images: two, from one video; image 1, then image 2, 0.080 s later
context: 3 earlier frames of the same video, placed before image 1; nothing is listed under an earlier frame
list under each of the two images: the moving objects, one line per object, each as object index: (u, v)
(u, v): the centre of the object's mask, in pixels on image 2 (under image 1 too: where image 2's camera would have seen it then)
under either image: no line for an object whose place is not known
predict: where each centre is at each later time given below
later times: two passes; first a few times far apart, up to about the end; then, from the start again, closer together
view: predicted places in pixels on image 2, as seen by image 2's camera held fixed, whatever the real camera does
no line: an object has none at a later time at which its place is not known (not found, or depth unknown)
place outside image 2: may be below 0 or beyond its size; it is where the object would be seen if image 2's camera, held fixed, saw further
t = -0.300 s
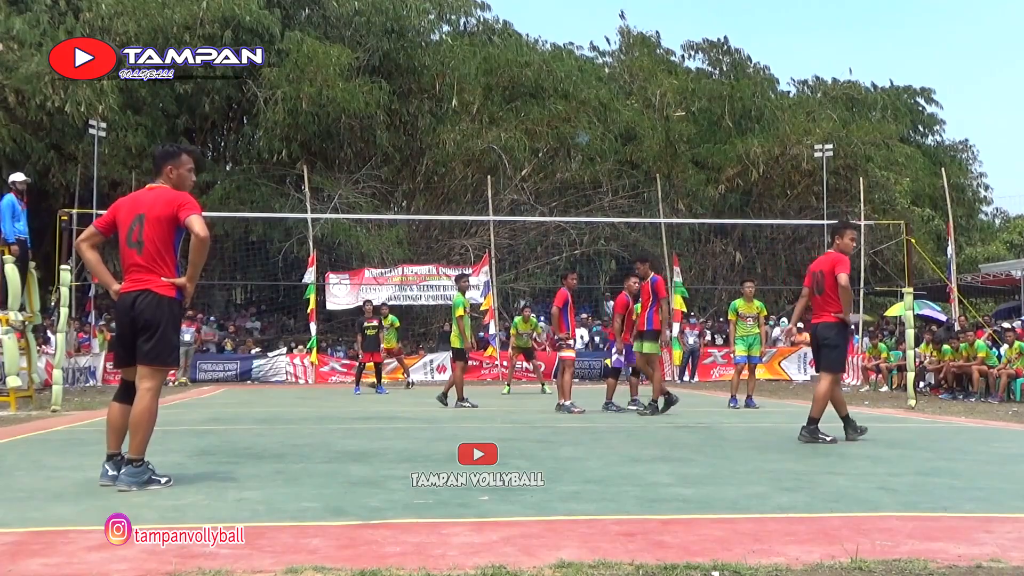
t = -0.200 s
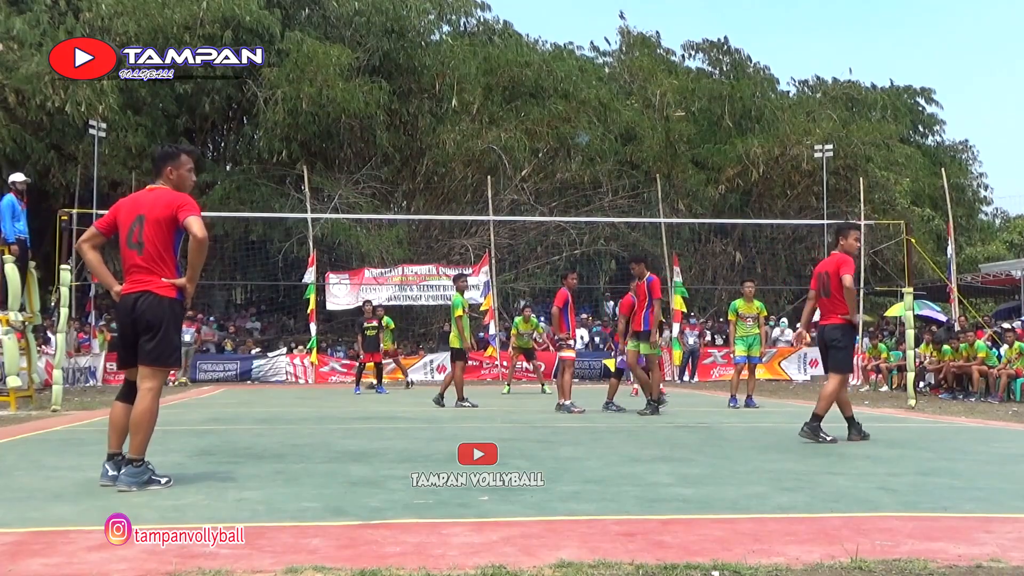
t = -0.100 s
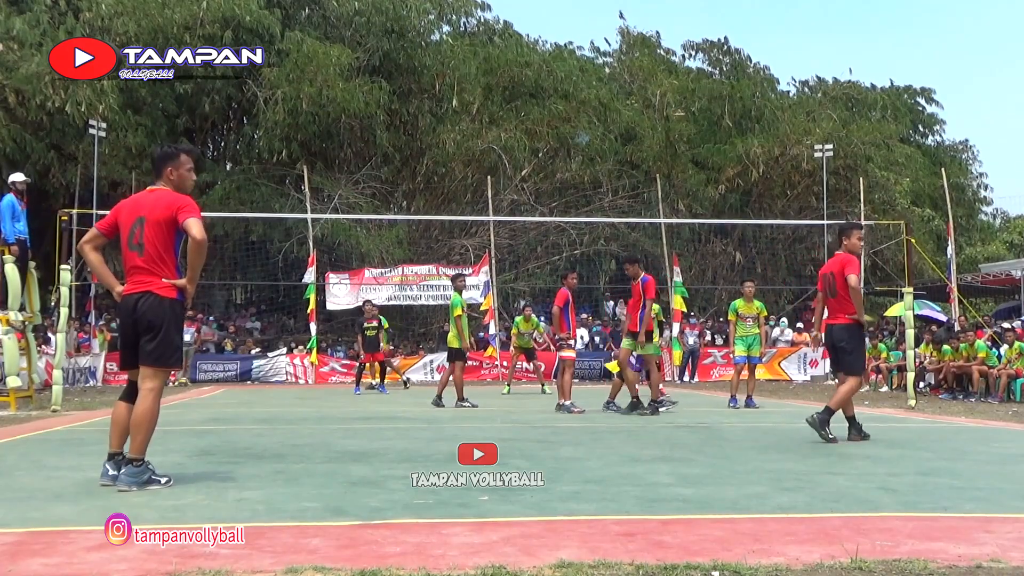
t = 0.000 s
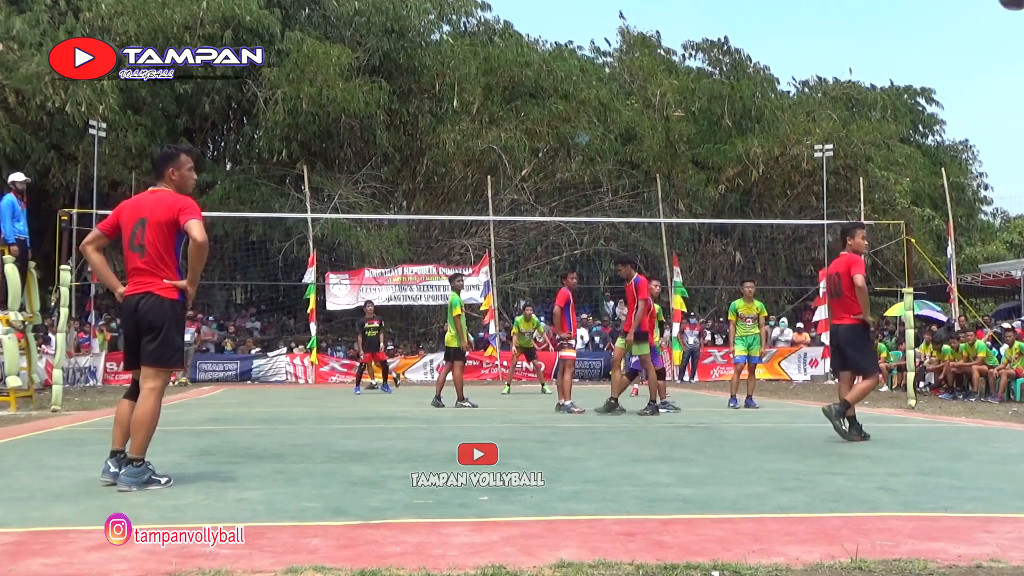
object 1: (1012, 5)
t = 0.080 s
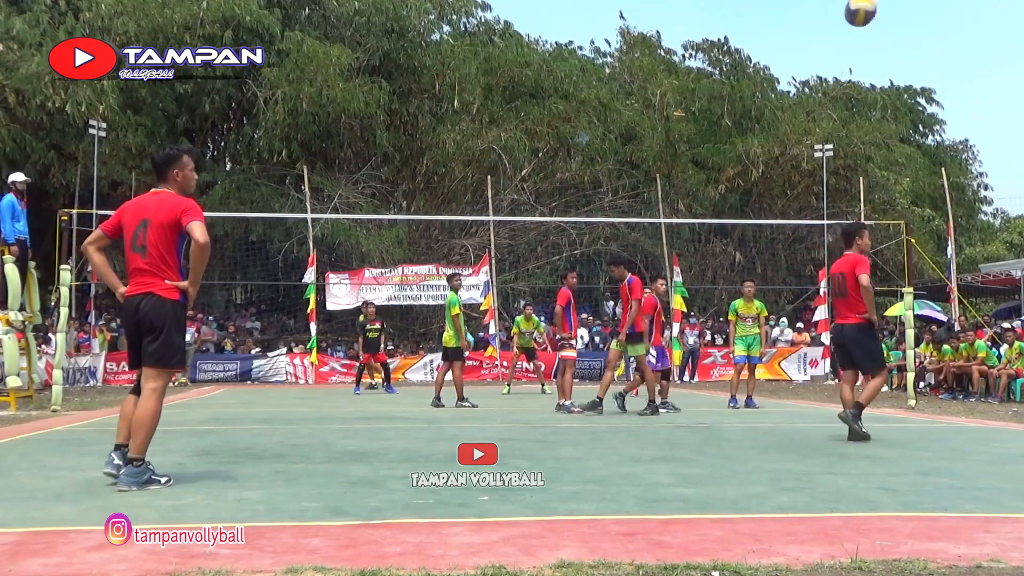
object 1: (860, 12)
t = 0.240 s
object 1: (660, 49)
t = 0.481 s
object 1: (488, 114)
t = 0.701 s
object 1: (392, 180)
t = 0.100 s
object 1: (829, 15)
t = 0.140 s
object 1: (772, 25)
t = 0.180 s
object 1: (724, 33)
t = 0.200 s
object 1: (701, 39)
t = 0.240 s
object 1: (660, 49)
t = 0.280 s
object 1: (624, 59)
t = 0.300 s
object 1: (607, 64)
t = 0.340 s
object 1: (575, 74)
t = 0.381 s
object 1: (548, 85)
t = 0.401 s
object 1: (535, 91)
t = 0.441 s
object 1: (511, 103)
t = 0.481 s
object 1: (488, 114)
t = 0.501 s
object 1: (478, 119)
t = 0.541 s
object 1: (457, 131)
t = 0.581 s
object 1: (439, 142)
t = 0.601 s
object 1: (431, 149)
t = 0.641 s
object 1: (415, 161)
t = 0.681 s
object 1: (399, 174)
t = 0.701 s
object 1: (392, 180)
